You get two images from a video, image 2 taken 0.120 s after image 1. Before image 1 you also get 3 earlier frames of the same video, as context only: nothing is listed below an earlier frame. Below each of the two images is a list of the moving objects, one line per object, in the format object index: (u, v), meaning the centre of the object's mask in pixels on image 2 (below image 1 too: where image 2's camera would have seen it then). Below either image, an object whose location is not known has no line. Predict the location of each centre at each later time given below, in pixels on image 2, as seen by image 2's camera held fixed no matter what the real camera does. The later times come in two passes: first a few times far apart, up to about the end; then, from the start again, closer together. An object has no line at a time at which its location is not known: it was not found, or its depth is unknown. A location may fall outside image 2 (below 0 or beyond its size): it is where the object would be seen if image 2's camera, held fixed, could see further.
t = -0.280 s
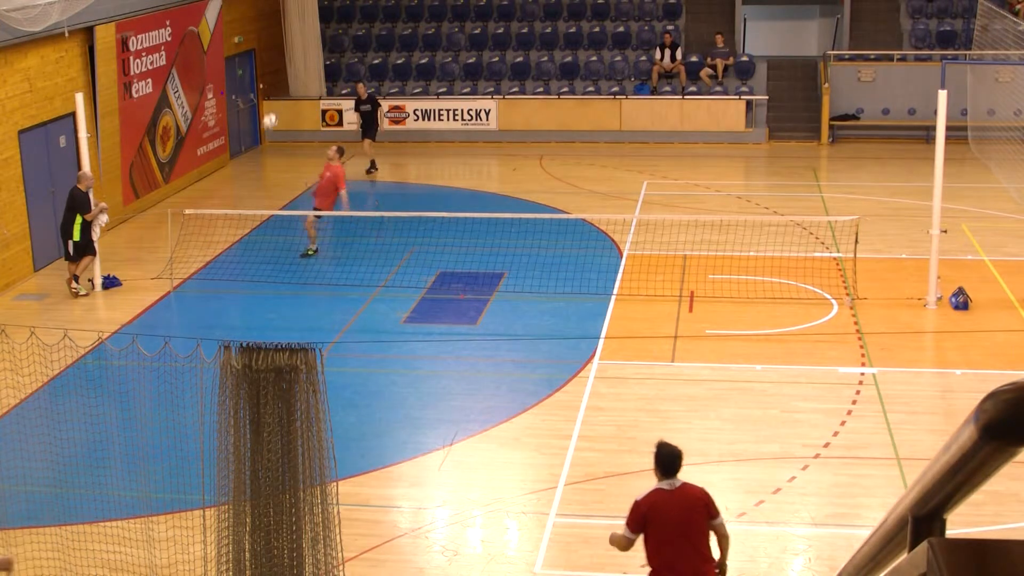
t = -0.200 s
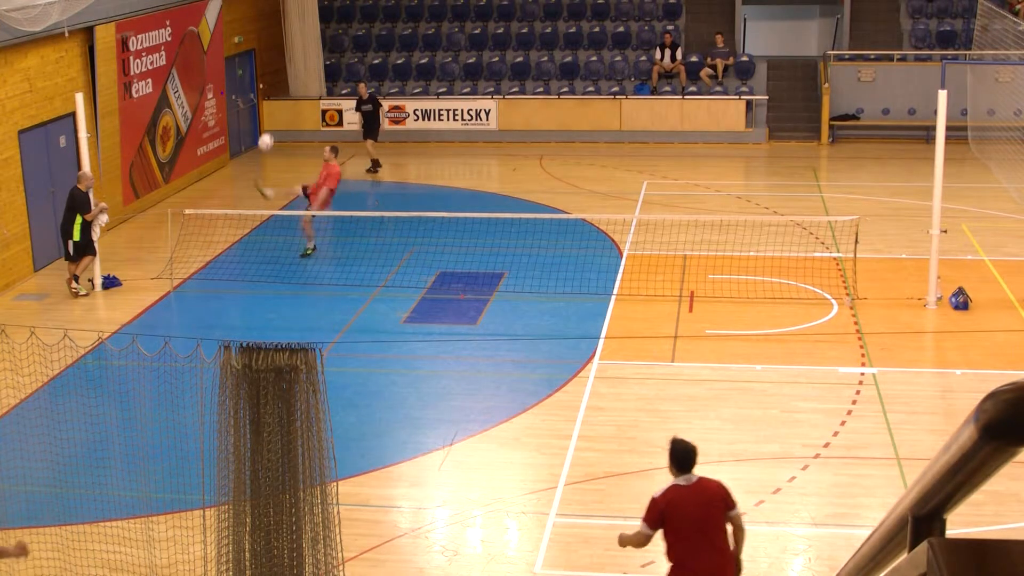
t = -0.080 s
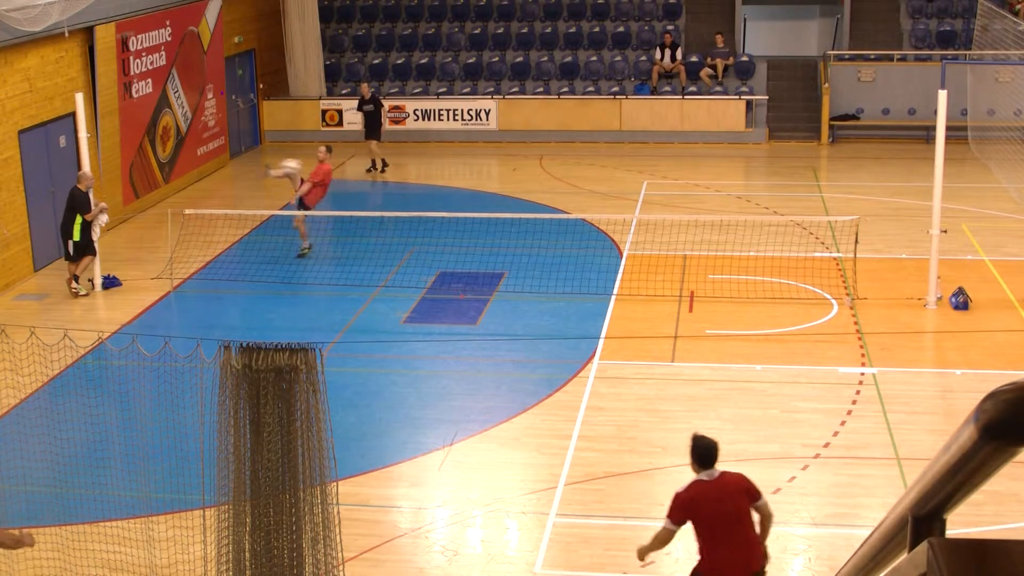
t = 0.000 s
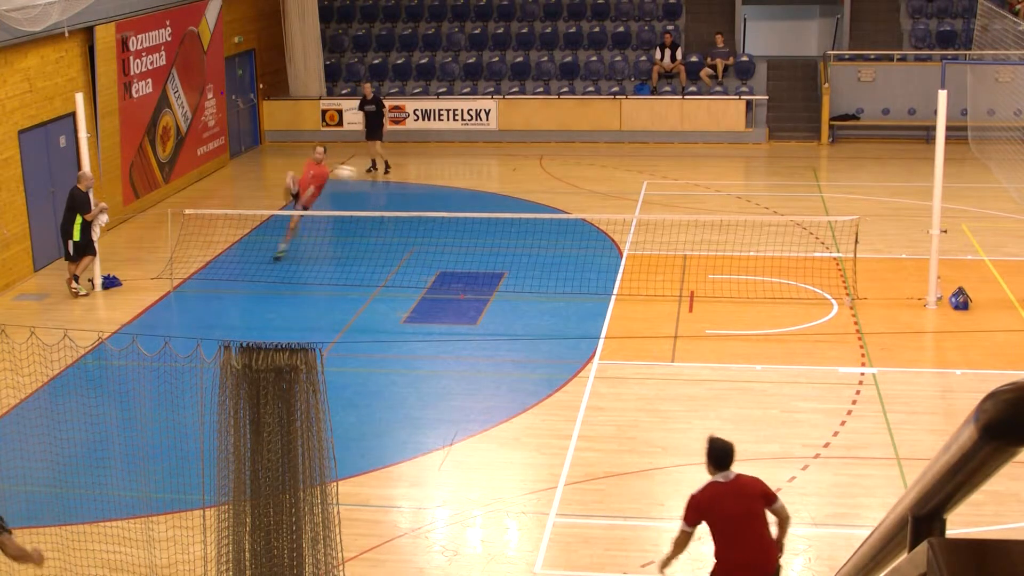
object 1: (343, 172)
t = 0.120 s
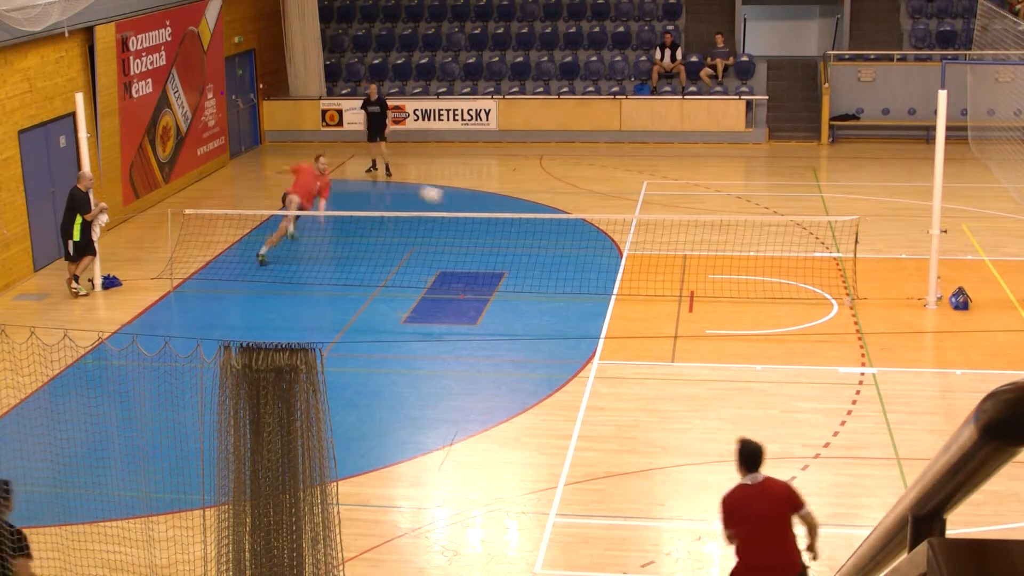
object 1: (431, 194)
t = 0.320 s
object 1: (585, 254)
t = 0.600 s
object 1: (792, 301)
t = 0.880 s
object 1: (984, 294)
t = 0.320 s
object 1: (585, 254)
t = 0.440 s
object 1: (681, 308)
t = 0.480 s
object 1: (713, 326)
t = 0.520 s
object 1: (741, 316)
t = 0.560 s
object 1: (765, 308)
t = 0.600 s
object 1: (792, 301)
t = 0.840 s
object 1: (957, 293)
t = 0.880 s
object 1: (984, 294)
